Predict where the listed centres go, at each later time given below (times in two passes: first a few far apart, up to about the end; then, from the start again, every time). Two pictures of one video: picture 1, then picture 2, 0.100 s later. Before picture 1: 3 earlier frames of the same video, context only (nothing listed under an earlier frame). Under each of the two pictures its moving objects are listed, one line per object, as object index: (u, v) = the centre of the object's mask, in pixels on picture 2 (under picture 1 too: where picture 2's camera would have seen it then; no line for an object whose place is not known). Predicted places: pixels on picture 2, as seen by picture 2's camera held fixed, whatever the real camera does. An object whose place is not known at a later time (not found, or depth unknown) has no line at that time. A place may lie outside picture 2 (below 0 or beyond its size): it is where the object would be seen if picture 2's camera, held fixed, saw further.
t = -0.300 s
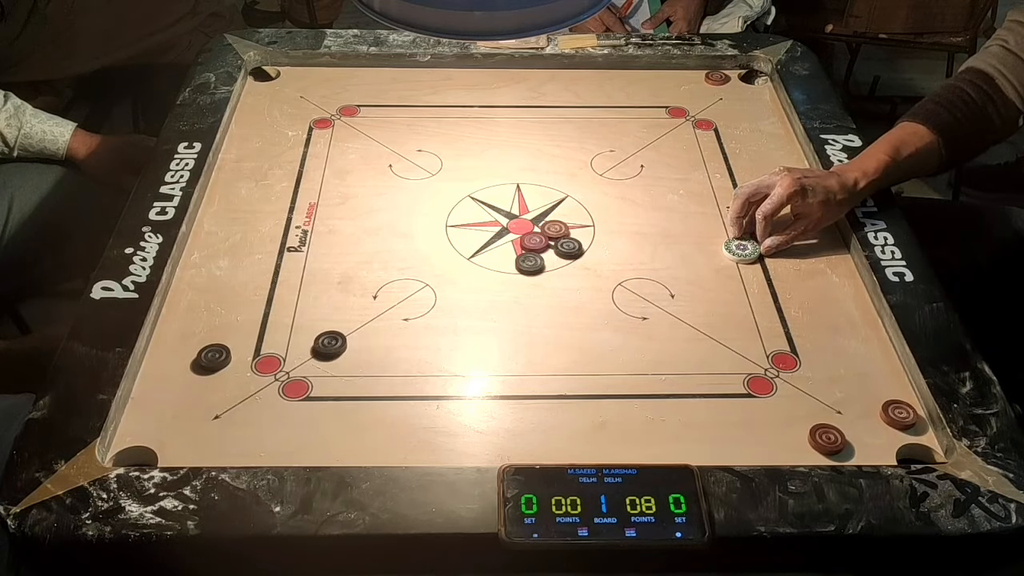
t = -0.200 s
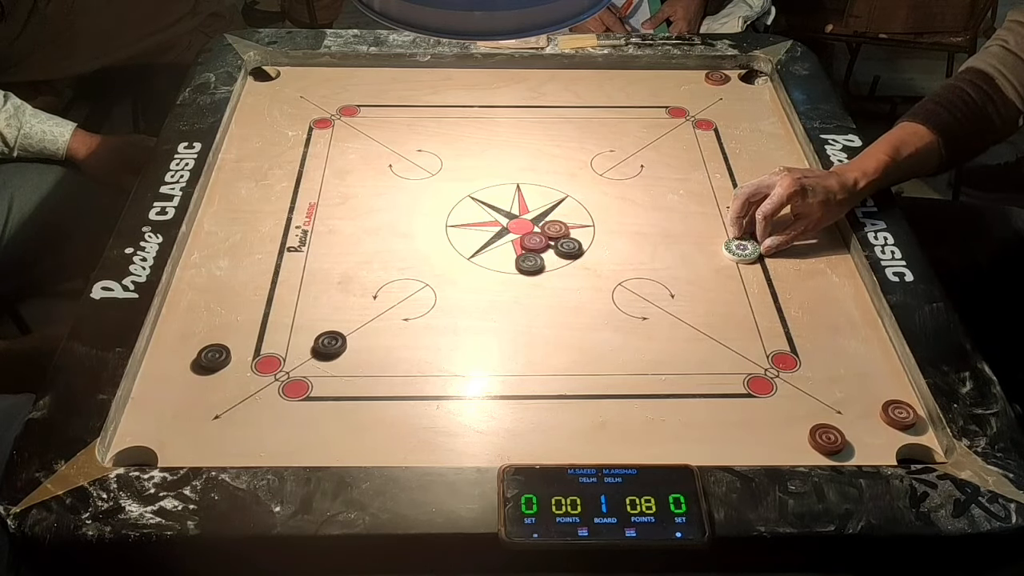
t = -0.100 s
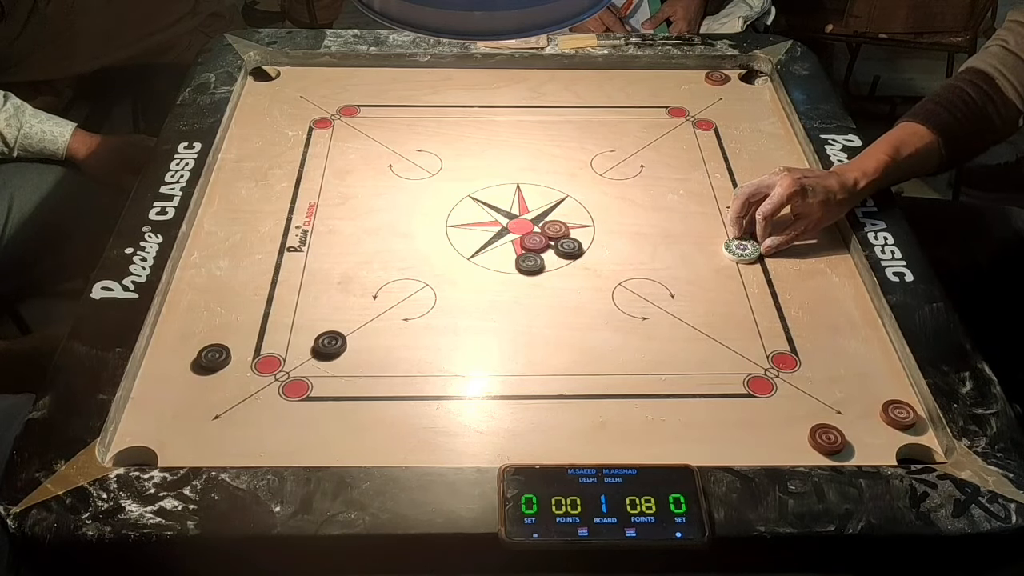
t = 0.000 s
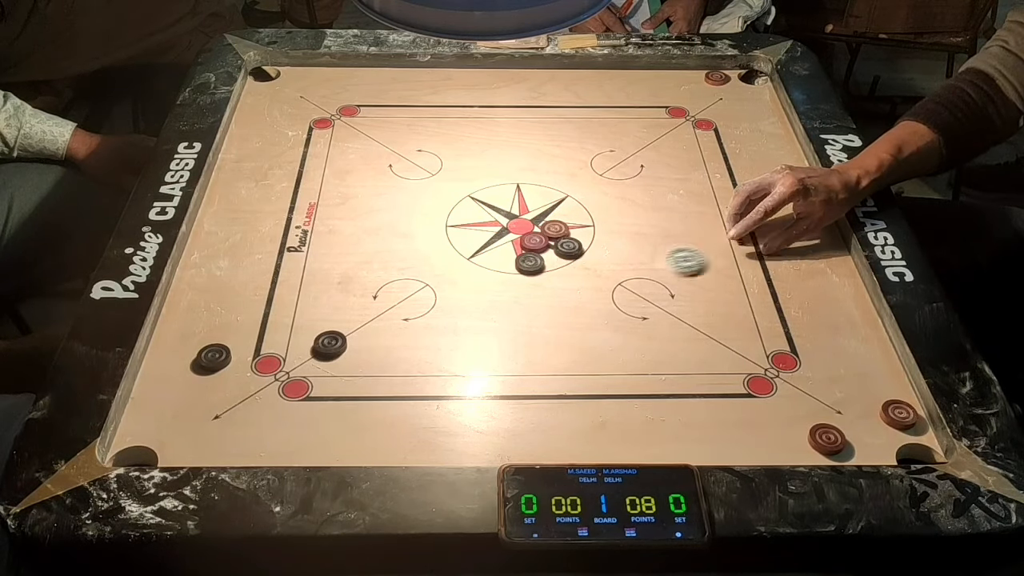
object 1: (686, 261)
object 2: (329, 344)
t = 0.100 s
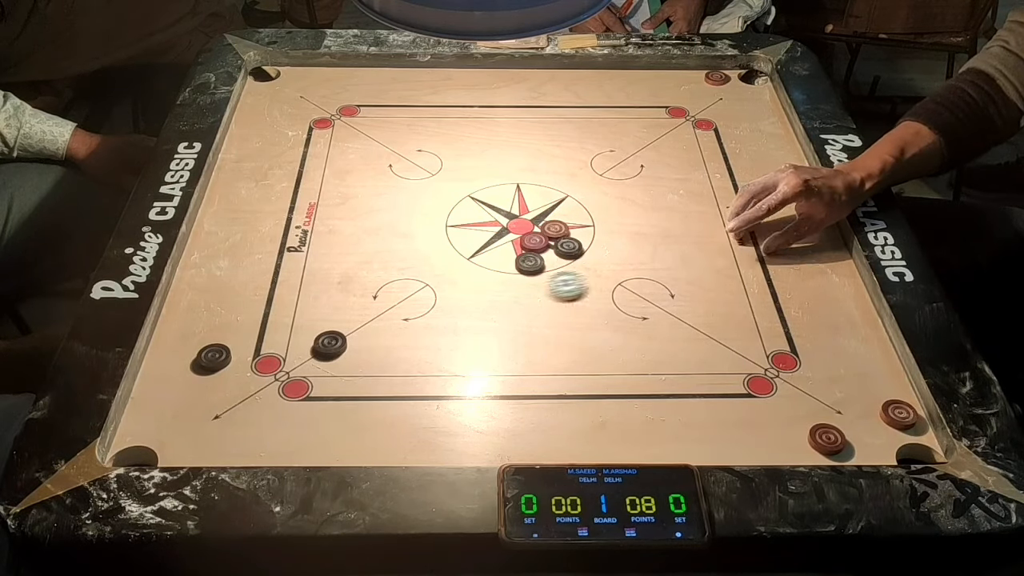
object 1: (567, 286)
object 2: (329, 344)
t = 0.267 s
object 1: (378, 324)
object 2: (329, 344)
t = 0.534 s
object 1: (254, 329)
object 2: (163, 449)
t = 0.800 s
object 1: (232, 329)
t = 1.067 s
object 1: (232, 329)
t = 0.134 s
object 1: (527, 294)
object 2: (329, 344)
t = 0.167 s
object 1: (489, 302)
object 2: (329, 344)
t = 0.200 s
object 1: (452, 309)
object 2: (329, 344)
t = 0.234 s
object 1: (414, 317)
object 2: (329, 344)
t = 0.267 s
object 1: (378, 324)
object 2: (329, 344)
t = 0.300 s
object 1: (351, 328)
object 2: (312, 352)
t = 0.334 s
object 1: (332, 328)
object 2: (273, 371)
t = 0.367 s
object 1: (315, 328)
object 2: (237, 387)
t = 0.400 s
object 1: (300, 329)
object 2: (200, 404)
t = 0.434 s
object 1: (286, 329)
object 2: (165, 420)
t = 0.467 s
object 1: (274, 329)
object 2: (133, 434)
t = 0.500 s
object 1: (263, 329)
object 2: (147, 441)
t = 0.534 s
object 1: (254, 329)
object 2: (163, 449)
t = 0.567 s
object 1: (247, 329)
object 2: (176, 454)
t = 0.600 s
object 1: (241, 329)
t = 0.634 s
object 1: (237, 329)
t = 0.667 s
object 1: (234, 329)
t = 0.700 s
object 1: (233, 329)
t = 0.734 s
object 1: (232, 329)
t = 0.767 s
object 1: (233, 329)
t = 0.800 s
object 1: (232, 329)
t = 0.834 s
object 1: (232, 329)
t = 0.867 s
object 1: (233, 329)
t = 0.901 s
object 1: (233, 329)
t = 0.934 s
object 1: (232, 329)
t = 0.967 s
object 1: (232, 329)
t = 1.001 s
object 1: (232, 329)
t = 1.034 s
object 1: (232, 329)
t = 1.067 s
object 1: (232, 329)
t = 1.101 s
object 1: (232, 329)
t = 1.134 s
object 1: (232, 329)
